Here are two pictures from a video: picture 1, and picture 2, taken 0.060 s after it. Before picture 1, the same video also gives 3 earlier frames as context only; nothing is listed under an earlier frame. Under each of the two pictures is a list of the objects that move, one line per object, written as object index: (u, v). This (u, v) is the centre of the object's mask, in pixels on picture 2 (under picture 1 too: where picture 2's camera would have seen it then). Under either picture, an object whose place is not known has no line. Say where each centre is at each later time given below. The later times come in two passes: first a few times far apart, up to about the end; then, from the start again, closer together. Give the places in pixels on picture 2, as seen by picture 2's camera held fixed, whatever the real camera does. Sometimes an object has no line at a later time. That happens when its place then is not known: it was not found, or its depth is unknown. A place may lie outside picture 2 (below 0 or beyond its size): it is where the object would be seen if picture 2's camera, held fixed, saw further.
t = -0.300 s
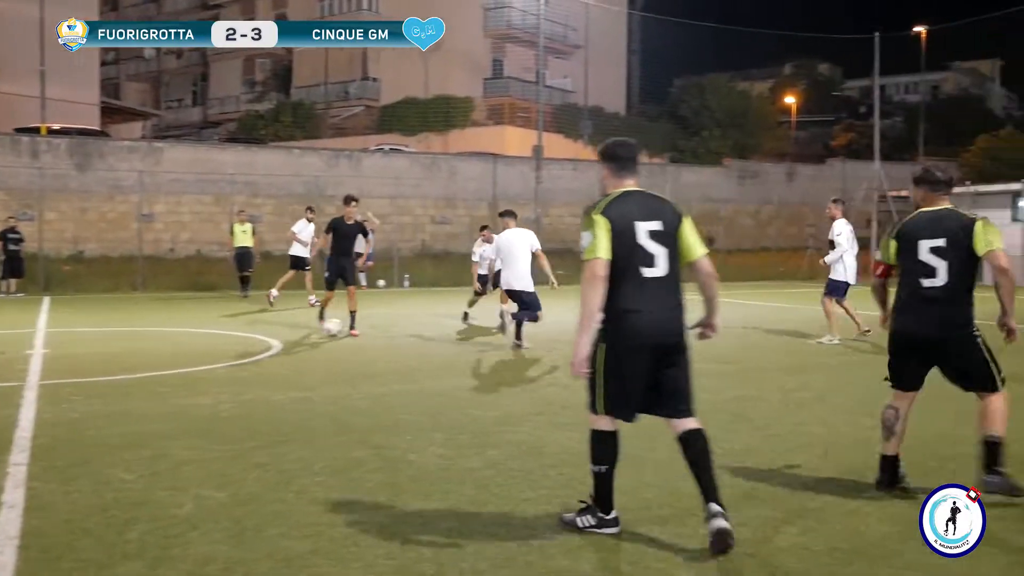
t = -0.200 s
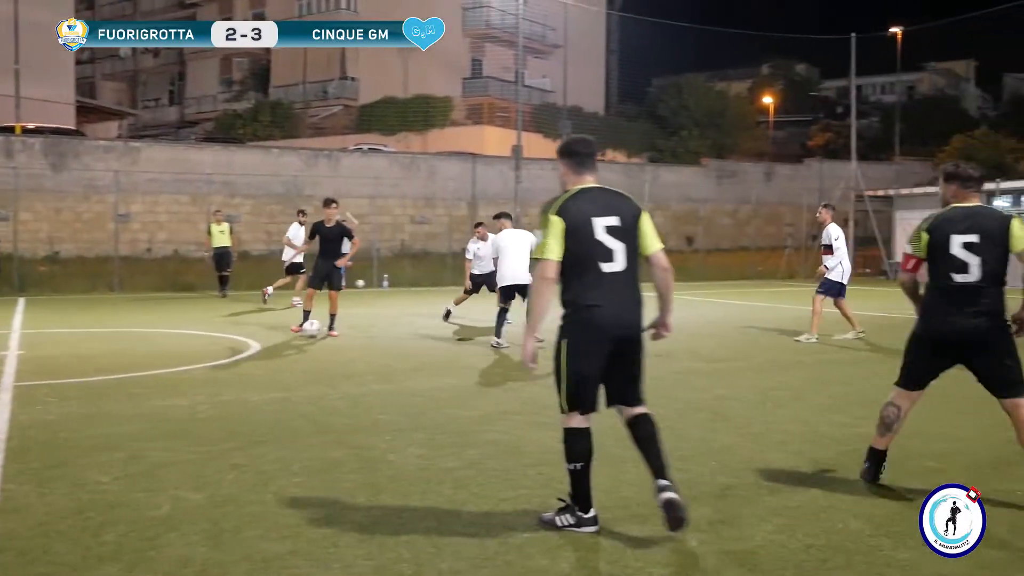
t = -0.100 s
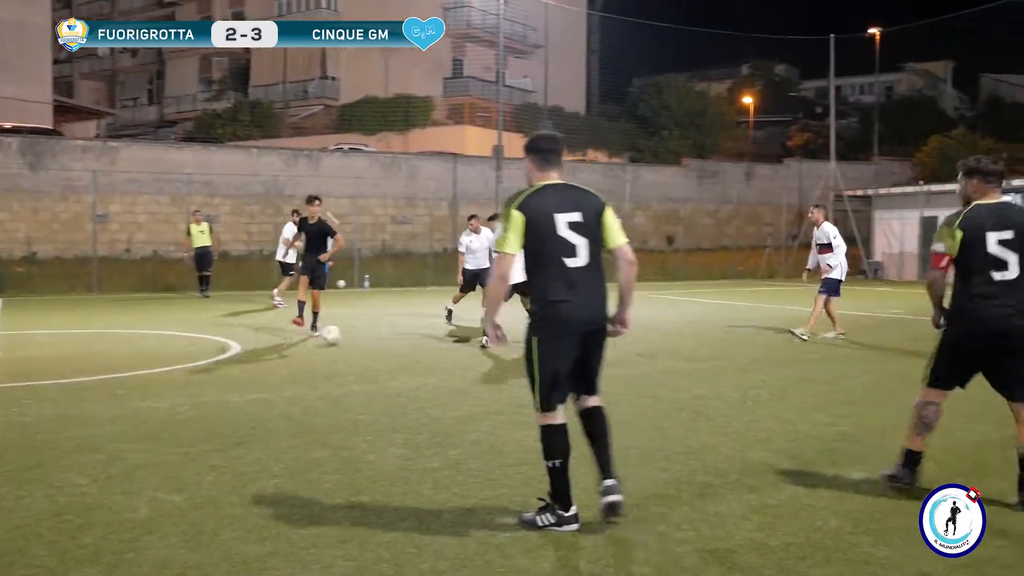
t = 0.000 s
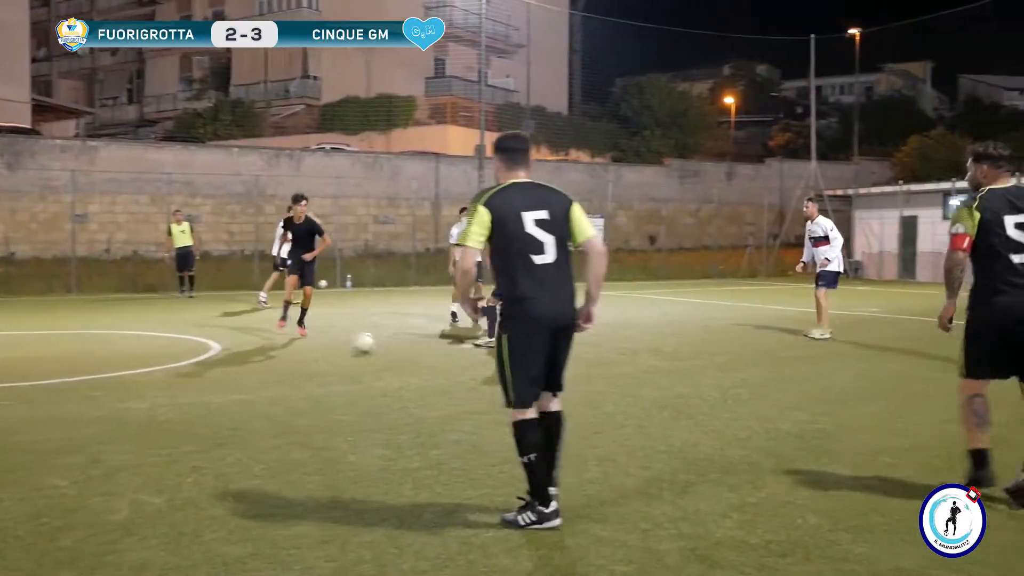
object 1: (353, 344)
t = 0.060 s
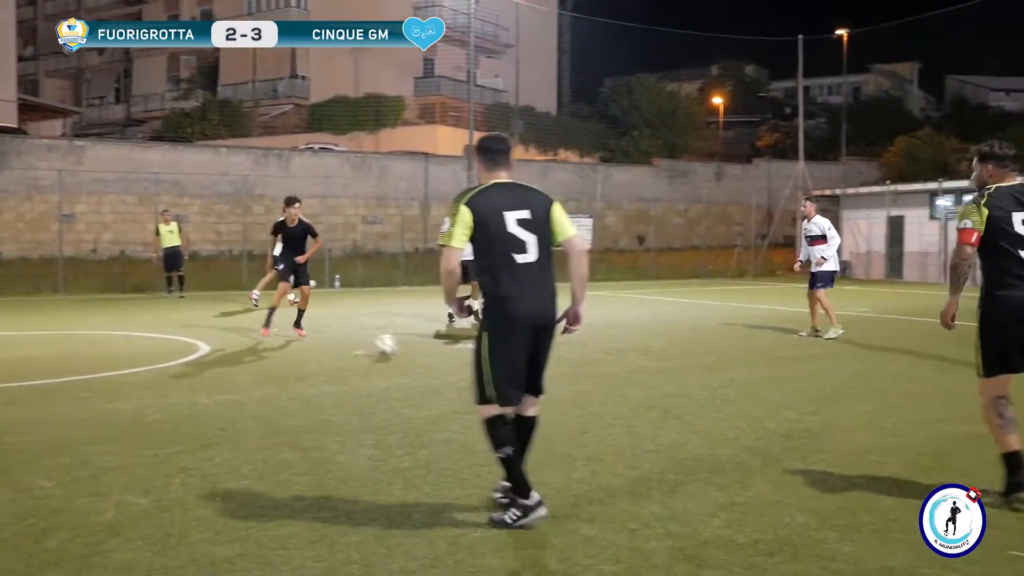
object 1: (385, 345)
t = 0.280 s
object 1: (525, 367)
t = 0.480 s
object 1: (647, 386)
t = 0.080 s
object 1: (396, 347)
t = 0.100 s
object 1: (408, 348)
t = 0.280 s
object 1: (525, 367)
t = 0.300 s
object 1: (530, 369)
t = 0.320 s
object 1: (542, 370)
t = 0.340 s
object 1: (555, 371)
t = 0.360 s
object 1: (569, 374)
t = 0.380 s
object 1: (581, 376)
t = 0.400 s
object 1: (595, 379)
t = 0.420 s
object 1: (607, 380)
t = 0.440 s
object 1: (621, 381)
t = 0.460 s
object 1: (634, 383)
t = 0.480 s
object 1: (647, 386)
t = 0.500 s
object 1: (662, 388)
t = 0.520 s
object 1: (676, 389)
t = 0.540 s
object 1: (690, 391)
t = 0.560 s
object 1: (705, 391)
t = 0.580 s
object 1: (719, 393)
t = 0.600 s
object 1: (735, 396)
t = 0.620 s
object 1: (750, 400)
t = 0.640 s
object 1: (766, 403)
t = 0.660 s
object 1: (782, 403)
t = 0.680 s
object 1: (797, 405)
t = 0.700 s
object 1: (814, 406)
